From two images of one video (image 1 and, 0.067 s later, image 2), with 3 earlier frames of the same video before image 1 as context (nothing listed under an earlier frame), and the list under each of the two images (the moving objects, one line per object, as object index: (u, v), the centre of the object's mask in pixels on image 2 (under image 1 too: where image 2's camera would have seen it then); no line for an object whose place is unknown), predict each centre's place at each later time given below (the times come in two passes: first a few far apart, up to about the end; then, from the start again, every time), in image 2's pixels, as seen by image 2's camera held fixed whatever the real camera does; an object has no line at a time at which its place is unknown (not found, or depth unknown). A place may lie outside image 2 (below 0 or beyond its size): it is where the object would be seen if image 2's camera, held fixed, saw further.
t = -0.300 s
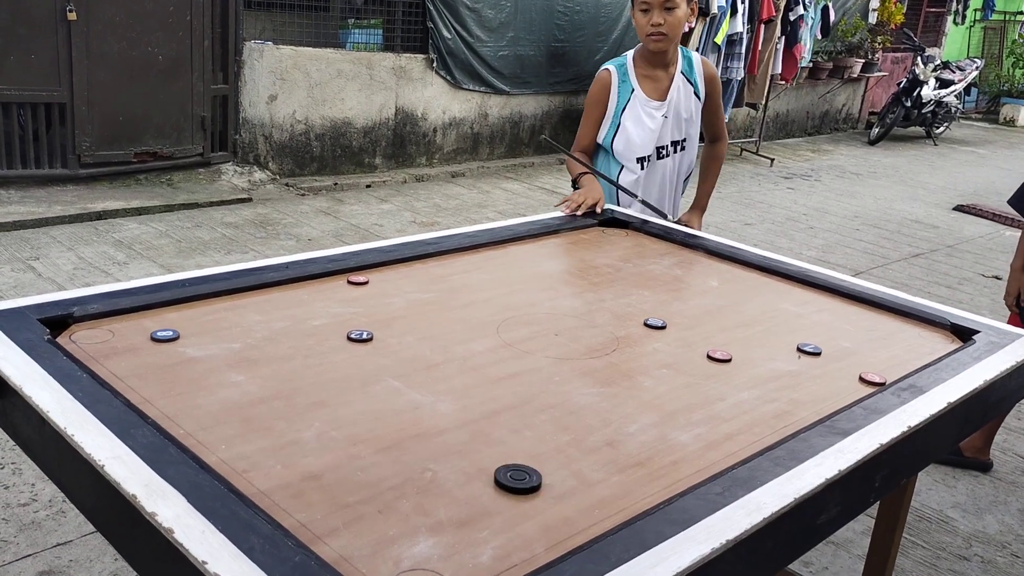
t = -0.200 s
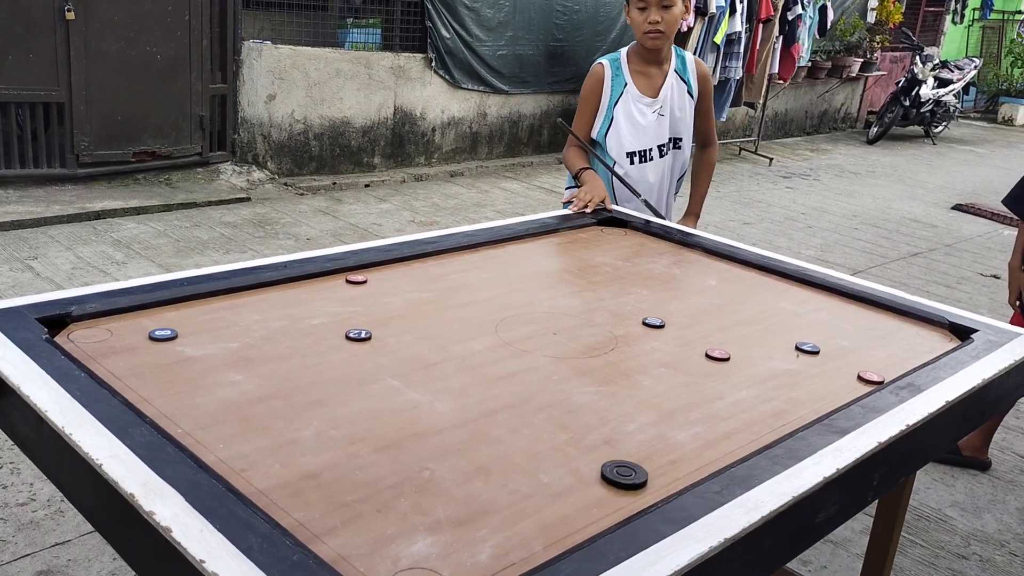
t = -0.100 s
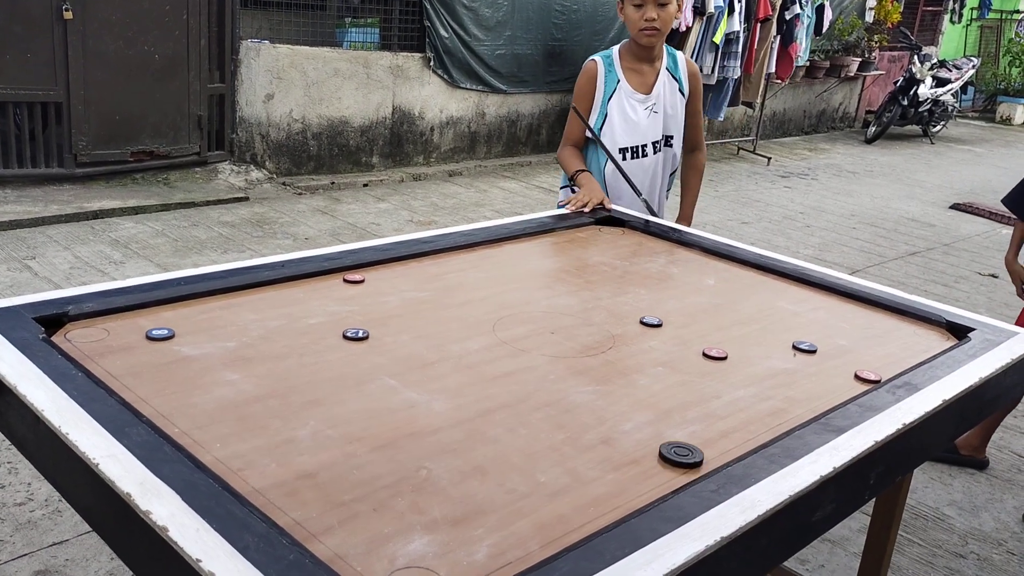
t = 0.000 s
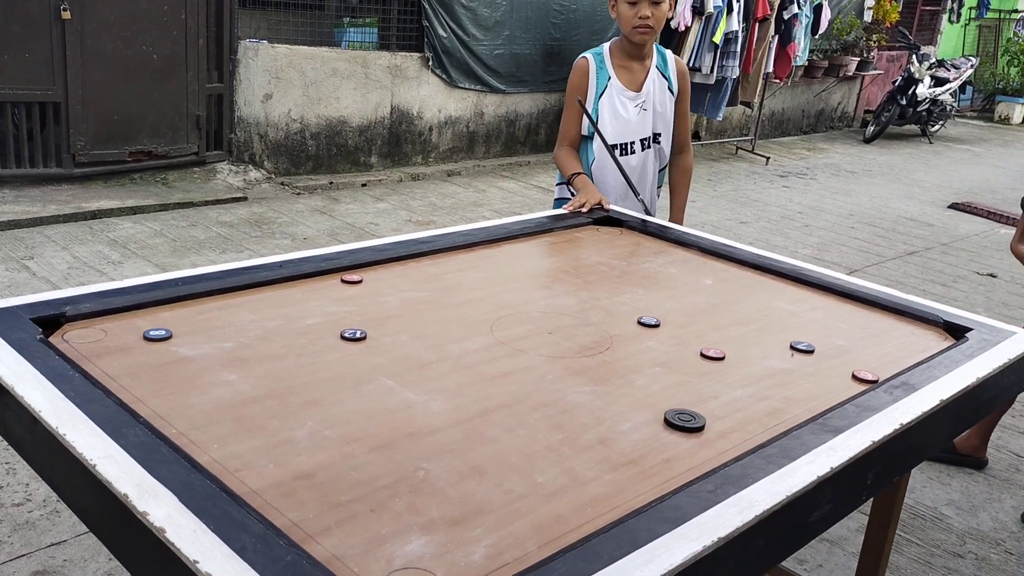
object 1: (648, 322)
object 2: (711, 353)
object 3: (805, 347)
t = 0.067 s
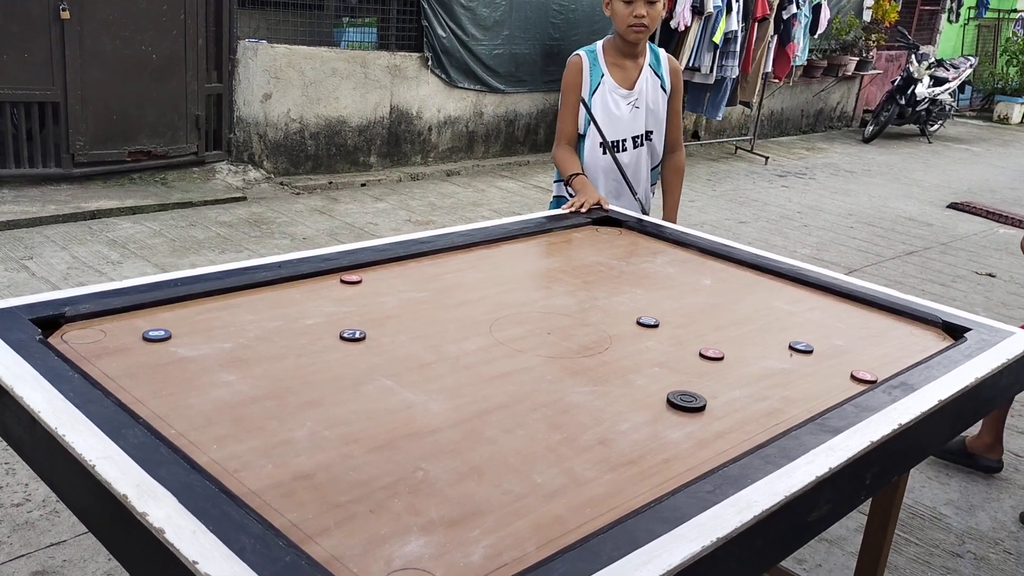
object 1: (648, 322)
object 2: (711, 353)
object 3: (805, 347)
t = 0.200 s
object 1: (647, 322)
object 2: (711, 353)
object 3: (805, 348)
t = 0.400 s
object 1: (648, 322)
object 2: (770, 342)
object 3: (806, 347)
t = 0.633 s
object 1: (607, 301)
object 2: (785, 322)
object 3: (849, 352)
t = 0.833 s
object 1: (578, 285)
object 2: (790, 310)
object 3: (865, 353)
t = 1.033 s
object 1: (558, 274)
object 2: (792, 301)
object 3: (867, 353)
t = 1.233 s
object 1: (543, 267)
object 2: (793, 296)
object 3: (866, 353)
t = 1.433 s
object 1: (533, 261)
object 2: (792, 294)
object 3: (866, 353)
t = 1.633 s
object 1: (530, 259)
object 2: (792, 294)
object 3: (866, 352)
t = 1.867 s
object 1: (530, 259)
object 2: (792, 294)
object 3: (866, 353)
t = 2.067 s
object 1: (530, 259)
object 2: (792, 294)
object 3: (866, 353)
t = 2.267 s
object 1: (530, 260)
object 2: (792, 294)
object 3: (866, 353)
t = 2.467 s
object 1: (530, 260)
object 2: (793, 294)
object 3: (866, 353)
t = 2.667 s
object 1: (530, 260)
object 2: (792, 294)
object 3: (866, 353)
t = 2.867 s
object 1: (530, 259)
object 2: (792, 294)
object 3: (866, 353)
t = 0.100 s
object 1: (647, 322)
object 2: (711, 353)
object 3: (805, 347)
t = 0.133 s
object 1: (648, 322)
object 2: (711, 353)
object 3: (805, 347)
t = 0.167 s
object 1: (647, 322)
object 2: (711, 353)
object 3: (805, 347)
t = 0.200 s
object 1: (647, 322)
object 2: (711, 353)
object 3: (805, 348)
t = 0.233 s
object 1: (647, 322)
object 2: (712, 353)
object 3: (805, 347)
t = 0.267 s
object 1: (648, 322)
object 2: (719, 352)
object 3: (805, 347)
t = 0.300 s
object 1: (648, 322)
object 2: (733, 349)
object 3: (805, 347)
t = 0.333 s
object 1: (648, 322)
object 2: (746, 347)
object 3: (806, 347)
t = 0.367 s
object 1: (648, 322)
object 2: (758, 344)
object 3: (805, 347)
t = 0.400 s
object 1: (648, 322)
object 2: (770, 342)
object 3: (806, 347)
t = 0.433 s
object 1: (647, 322)
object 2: (777, 339)
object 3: (809, 348)
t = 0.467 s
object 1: (642, 319)
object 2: (779, 336)
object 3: (817, 349)
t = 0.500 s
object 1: (634, 315)
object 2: (780, 333)
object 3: (825, 349)
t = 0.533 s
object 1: (627, 311)
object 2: (781, 330)
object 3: (832, 350)
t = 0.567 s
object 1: (620, 307)
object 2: (782, 327)
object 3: (839, 351)
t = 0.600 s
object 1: (614, 304)
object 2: (784, 325)
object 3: (845, 351)
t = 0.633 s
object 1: (607, 301)
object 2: (785, 322)
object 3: (849, 352)
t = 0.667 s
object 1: (602, 298)
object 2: (786, 319)
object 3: (853, 352)
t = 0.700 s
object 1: (596, 295)
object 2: (787, 317)
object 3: (855, 353)
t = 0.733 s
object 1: (591, 292)
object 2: (788, 315)
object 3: (858, 352)
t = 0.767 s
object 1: (587, 289)
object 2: (788, 313)
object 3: (860, 353)
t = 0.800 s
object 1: (582, 287)
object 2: (789, 311)
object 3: (863, 353)
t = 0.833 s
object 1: (578, 285)
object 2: (790, 310)
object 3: (865, 353)
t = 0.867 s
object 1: (574, 283)
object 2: (790, 308)
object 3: (866, 353)
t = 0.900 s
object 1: (570, 281)
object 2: (791, 306)
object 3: (867, 353)
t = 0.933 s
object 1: (567, 279)
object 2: (791, 305)
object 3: (867, 353)
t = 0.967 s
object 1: (564, 277)
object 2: (792, 304)
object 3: (867, 353)
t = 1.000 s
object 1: (561, 275)
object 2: (792, 302)
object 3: (867, 353)
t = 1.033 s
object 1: (558, 274)
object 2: (792, 301)
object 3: (867, 353)
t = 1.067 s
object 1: (555, 273)
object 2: (793, 300)
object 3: (867, 353)
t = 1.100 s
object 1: (552, 271)
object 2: (793, 299)
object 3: (867, 353)
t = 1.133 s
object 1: (550, 270)
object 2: (793, 298)
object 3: (867, 353)
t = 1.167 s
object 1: (547, 269)
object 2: (793, 297)
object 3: (867, 353)
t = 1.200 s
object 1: (545, 267)
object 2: (793, 296)
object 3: (866, 353)
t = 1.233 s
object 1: (543, 267)
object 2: (793, 296)
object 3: (866, 353)
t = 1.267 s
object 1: (541, 265)
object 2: (793, 295)
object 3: (866, 353)
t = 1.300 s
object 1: (540, 264)
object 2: (793, 295)
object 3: (866, 353)
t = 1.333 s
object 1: (538, 263)
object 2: (793, 294)
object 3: (866, 353)
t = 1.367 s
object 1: (536, 263)
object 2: (792, 294)
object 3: (866, 353)
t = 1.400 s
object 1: (535, 262)
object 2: (792, 294)
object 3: (866, 353)
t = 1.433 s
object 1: (533, 261)
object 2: (792, 294)
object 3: (866, 353)
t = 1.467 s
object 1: (532, 261)
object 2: (792, 294)
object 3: (866, 353)
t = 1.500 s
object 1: (531, 260)
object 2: (792, 294)
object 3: (866, 353)
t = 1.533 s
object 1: (531, 260)
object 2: (792, 294)
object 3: (866, 352)
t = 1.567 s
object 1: (530, 260)
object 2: (792, 294)
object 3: (866, 352)
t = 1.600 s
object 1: (530, 259)
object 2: (792, 294)
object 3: (866, 352)
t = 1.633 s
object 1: (530, 259)
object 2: (792, 294)
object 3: (866, 352)
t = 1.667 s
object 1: (530, 259)
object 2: (792, 294)
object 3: (866, 352)
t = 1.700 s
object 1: (530, 259)
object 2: (792, 294)
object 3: (866, 352)
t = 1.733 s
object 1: (530, 259)
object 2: (792, 294)
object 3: (866, 352)
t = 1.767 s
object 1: (530, 259)
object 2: (792, 294)
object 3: (866, 353)
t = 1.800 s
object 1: (530, 259)
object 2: (792, 294)
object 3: (866, 352)
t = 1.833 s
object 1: (530, 259)
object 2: (792, 294)
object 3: (866, 352)
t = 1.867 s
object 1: (530, 259)
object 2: (792, 294)
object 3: (866, 353)
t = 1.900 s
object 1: (530, 259)
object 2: (792, 293)
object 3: (866, 352)
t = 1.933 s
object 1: (530, 259)
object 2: (792, 293)
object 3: (866, 352)
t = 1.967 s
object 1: (530, 259)
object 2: (792, 294)
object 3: (866, 352)
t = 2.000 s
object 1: (530, 259)
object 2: (793, 294)
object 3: (866, 353)
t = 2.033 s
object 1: (530, 259)
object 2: (792, 294)
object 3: (866, 353)
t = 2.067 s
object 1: (530, 259)
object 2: (792, 294)
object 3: (866, 353)
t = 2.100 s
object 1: (530, 259)
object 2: (792, 294)
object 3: (866, 353)
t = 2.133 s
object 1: (530, 260)
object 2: (792, 294)
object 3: (866, 353)
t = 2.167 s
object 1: (530, 259)
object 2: (792, 294)
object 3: (866, 352)
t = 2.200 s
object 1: (530, 260)
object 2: (792, 294)
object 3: (866, 353)
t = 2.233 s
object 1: (530, 259)
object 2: (792, 294)
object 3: (866, 353)
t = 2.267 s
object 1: (530, 260)
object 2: (792, 294)
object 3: (866, 353)
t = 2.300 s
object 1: (530, 259)
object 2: (792, 294)
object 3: (866, 353)
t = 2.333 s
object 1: (530, 260)
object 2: (792, 294)
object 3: (866, 353)
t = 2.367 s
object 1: (530, 259)
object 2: (792, 294)
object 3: (866, 353)
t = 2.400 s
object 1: (530, 260)
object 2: (792, 294)
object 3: (866, 353)
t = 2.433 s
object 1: (530, 260)
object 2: (792, 294)
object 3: (866, 353)
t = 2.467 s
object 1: (530, 260)
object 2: (793, 294)
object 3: (866, 353)
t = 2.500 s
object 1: (530, 259)
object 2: (793, 294)
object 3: (866, 353)
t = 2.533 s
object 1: (530, 259)
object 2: (792, 294)
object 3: (866, 353)
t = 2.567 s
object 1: (531, 259)
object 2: (793, 294)
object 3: (866, 353)
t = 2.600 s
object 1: (531, 259)
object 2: (793, 294)
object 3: (866, 353)
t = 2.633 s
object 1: (531, 260)
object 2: (793, 294)
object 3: (866, 353)
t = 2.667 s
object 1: (530, 260)
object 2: (792, 294)
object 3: (866, 353)
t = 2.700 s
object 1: (530, 259)
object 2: (792, 294)
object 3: (866, 353)
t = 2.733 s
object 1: (530, 259)
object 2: (792, 294)
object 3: (866, 353)
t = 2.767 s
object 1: (530, 260)
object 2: (792, 294)
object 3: (866, 353)
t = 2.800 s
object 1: (530, 260)
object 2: (792, 294)
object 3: (866, 353)
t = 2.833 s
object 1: (530, 259)
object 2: (792, 294)
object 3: (866, 353)
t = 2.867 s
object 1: (530, 259)
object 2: (792, 294)
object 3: (866, 353)
